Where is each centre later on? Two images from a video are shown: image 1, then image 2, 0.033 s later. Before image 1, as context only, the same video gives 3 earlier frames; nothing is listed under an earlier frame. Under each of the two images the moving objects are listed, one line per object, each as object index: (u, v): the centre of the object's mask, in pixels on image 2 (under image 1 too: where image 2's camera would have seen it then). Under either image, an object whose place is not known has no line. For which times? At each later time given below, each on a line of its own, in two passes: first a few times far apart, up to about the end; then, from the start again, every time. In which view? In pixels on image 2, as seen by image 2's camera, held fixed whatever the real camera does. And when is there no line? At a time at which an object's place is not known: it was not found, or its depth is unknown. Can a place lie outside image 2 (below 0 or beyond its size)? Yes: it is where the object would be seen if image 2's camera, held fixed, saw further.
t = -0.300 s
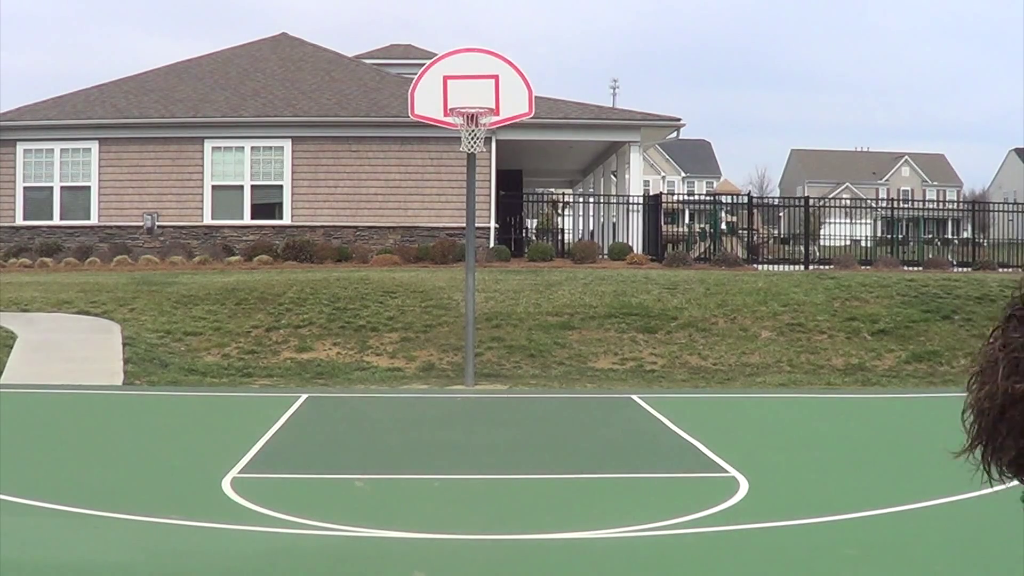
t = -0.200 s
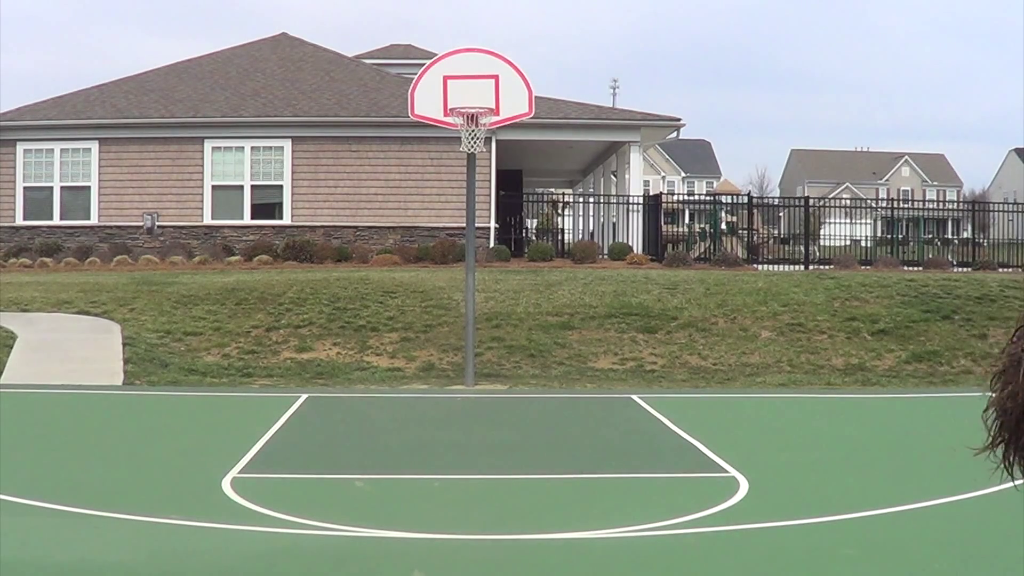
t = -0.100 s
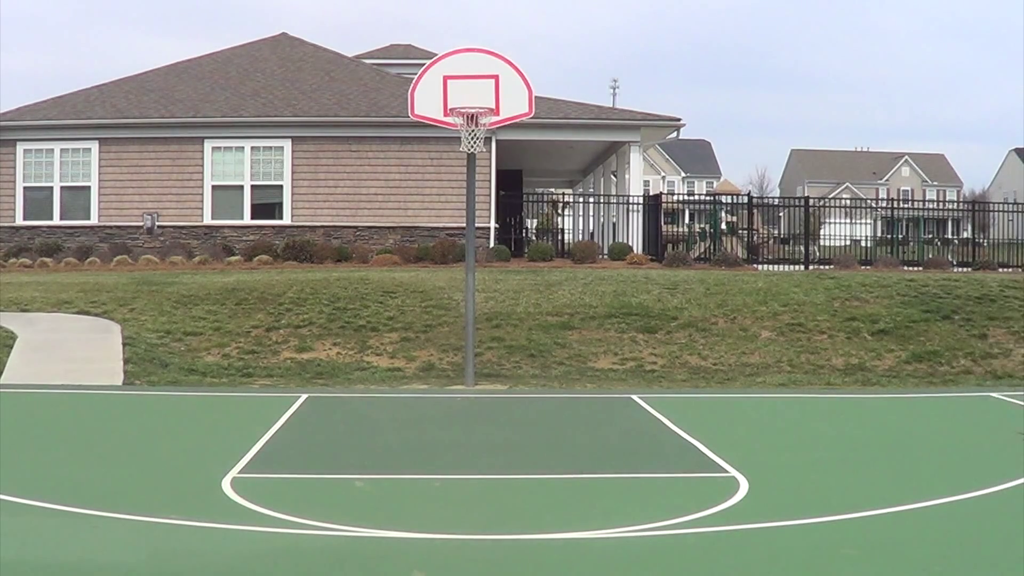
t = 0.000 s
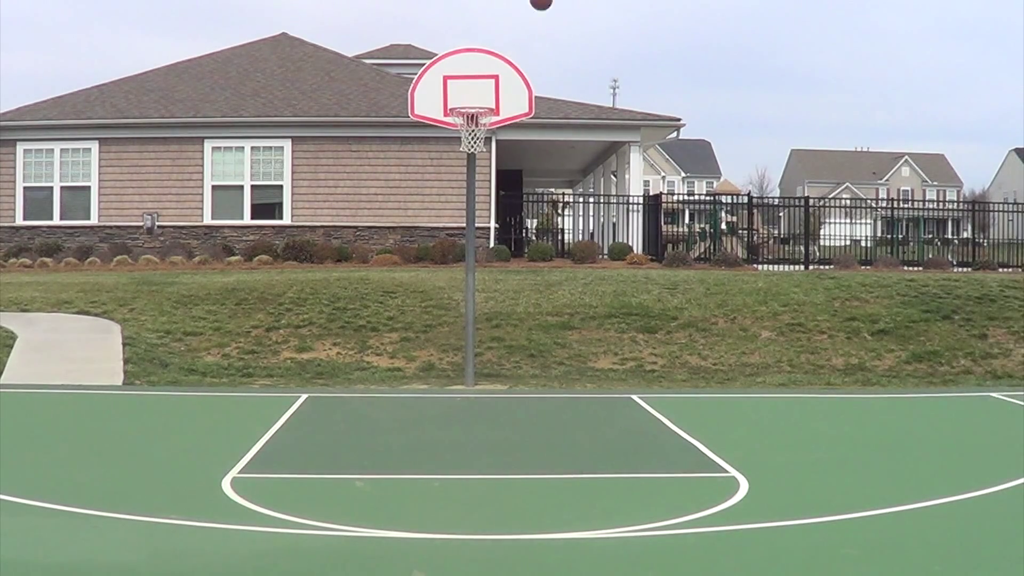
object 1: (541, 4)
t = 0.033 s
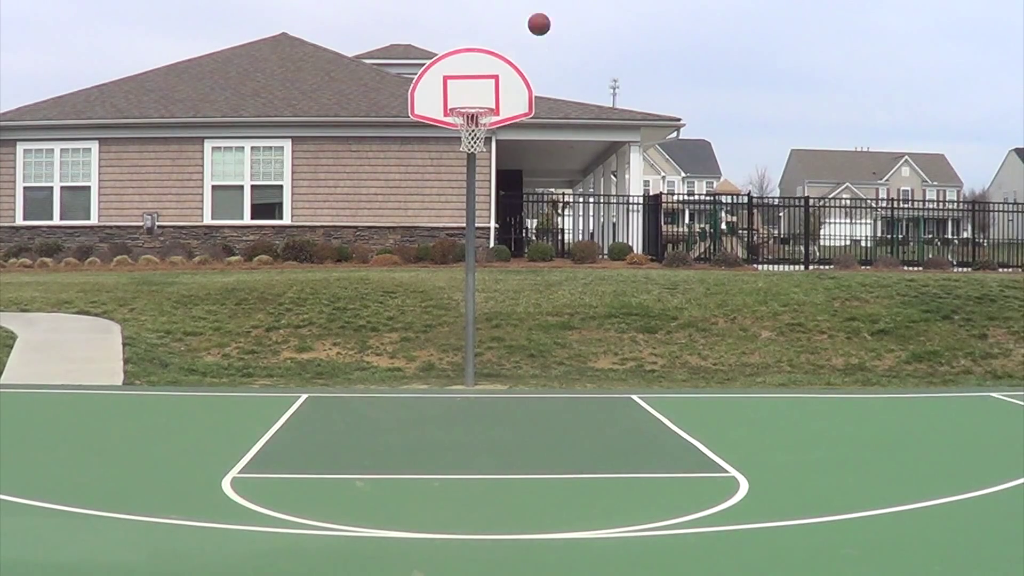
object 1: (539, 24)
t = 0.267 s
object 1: (541, 165)
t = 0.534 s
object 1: (553, 368)
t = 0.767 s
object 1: (570, 277)
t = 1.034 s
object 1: (592, 134)
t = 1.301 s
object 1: (617, 57)
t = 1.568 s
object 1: (646, 68)
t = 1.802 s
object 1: (676, 181)
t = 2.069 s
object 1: (713, 485)
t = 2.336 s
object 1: (770, 330)
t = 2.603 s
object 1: (839, 116)
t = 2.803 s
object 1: (907, 40)
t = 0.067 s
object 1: (537, 50)
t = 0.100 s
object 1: (535, 75)
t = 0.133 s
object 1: (533, 100)
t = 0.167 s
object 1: (535, 115)
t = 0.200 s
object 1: (537, 130)
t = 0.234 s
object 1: (539, 147)
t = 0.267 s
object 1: (541, 165)
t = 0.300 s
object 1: (542, 186)
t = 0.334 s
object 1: (544, 207)
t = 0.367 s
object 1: (546, 230)
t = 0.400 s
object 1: (547, 254)
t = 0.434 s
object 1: (548, 280)
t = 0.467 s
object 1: (550, 309)
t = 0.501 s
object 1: (552, 337)
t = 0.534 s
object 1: (553, 368)
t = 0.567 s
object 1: (554, 400)
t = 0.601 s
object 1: (556, 392)
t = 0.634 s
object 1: (558, 368)
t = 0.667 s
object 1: (561, 345)
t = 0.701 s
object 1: (565, 321)
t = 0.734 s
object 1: (567, 299)
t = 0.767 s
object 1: (570, 277)
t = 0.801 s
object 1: (572, 256)
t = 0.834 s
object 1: (575, 237)
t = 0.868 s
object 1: (578, 217)
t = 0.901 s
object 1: (581, 199)
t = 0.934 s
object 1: (583, 182)
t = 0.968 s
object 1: (586, 165)
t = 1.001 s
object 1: (589, 149)
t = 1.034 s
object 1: (592, 134)
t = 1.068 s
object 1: (594, 121)
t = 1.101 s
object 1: (598, 108)
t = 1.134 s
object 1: (601, 97)
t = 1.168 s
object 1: (604, 86)
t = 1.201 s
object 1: (607, 77)
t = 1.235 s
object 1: (610, 69)
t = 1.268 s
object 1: (613, 62)
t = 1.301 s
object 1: (617, 57)
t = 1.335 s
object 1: (620, 53)
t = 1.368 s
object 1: (624, 50)
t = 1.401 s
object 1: (627, 49)
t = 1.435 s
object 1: (631, 50)
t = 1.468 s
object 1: (634, 52)
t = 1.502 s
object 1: (638, 55)
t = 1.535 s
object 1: (642, 61)
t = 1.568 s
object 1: (646, 68)
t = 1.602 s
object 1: (650, 77)
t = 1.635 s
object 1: (654, 89)
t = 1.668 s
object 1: (659, 103)
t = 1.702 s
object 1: (663, 119)
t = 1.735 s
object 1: (667, 137)
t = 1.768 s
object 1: (672, 158)
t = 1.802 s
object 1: (676, 181)
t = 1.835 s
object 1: (681, 208)
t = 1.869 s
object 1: (685, 237)
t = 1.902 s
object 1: (690, 270)
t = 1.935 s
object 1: (695, 306)
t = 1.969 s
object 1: (700, 346)
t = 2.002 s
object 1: (704, 389)
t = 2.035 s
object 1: (709, 435)
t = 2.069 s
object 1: (713, 485)
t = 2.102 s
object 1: (718, 539)
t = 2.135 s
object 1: (723, 539)
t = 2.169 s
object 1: (731, 503)
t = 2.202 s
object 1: (739, 468)
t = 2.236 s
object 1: (747, 432)
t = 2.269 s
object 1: (755, 397)
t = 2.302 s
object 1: (762, 363)
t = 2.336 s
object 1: (770, 330)
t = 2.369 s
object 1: (778, 299)
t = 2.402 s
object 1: (786, 268)
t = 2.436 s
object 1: (795, 238)
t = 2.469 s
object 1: (803, 211)
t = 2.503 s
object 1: (812, 185)
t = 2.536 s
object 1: (820, 160)
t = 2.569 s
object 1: (830, 137)
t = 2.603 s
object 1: (839, 116)
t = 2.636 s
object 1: (849, 97)
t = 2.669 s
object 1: (860, 80)
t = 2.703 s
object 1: (871, 66)
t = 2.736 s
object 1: (883, 54)
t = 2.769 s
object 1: (895, 46)
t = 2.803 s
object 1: (907, 40)
